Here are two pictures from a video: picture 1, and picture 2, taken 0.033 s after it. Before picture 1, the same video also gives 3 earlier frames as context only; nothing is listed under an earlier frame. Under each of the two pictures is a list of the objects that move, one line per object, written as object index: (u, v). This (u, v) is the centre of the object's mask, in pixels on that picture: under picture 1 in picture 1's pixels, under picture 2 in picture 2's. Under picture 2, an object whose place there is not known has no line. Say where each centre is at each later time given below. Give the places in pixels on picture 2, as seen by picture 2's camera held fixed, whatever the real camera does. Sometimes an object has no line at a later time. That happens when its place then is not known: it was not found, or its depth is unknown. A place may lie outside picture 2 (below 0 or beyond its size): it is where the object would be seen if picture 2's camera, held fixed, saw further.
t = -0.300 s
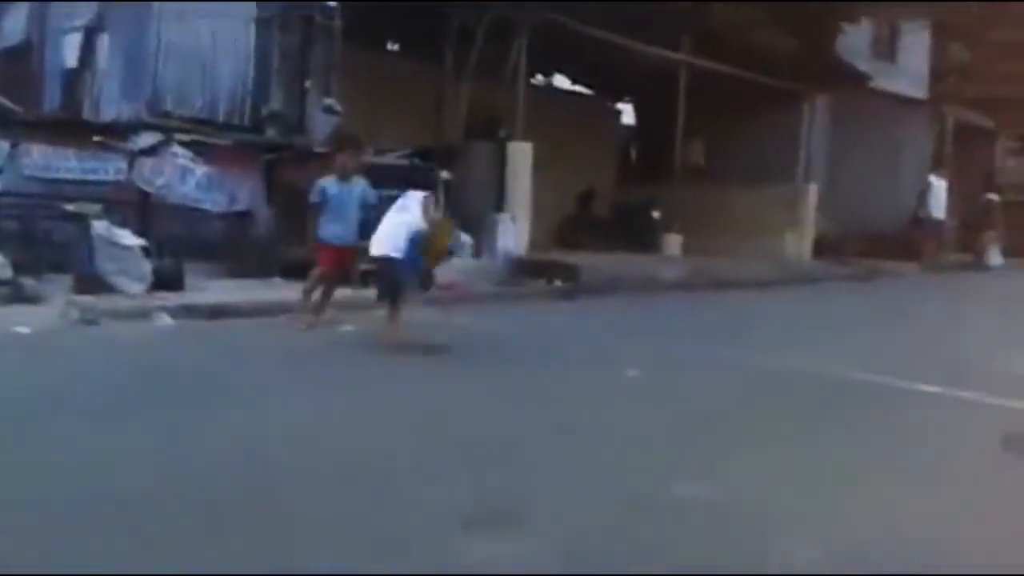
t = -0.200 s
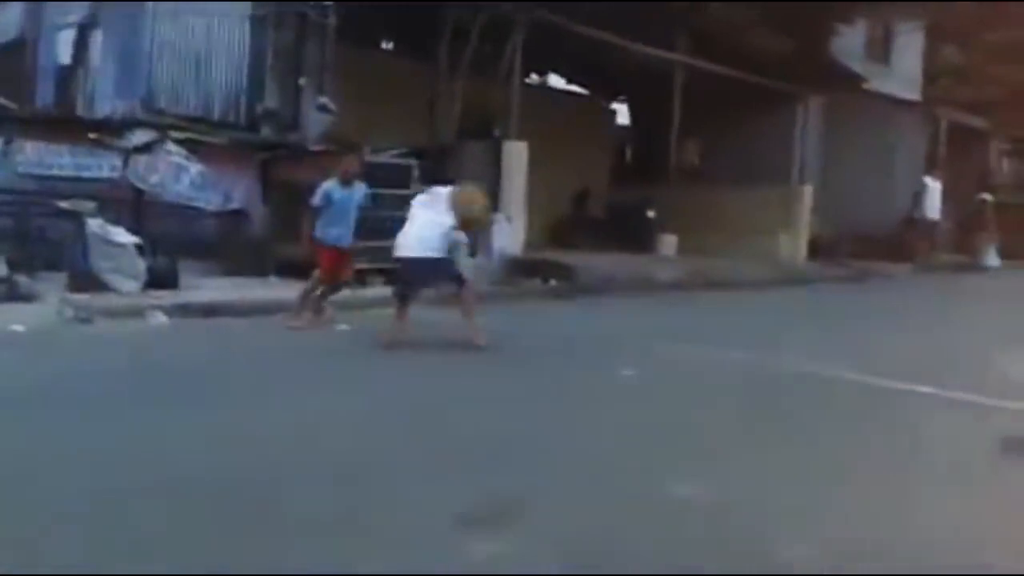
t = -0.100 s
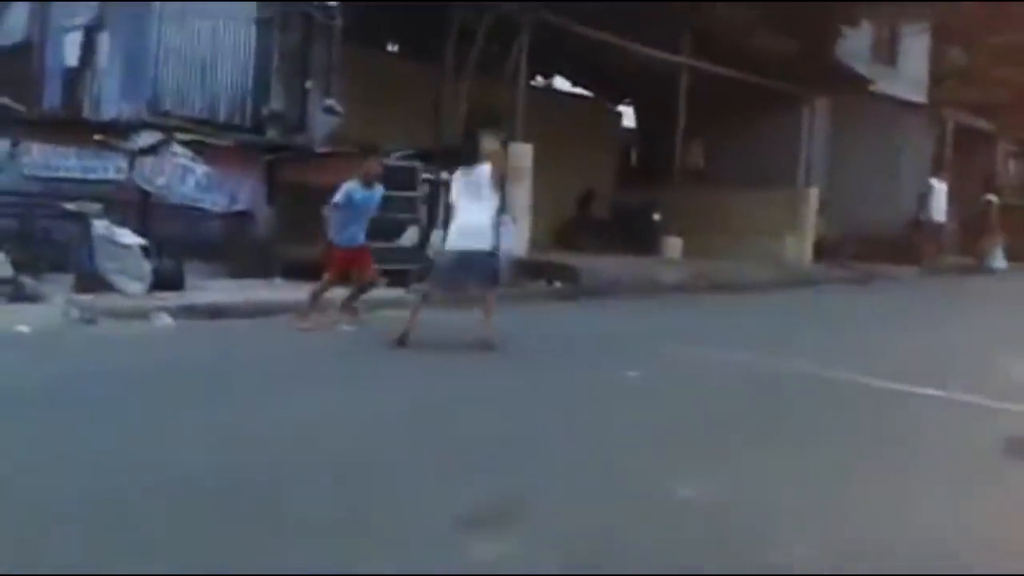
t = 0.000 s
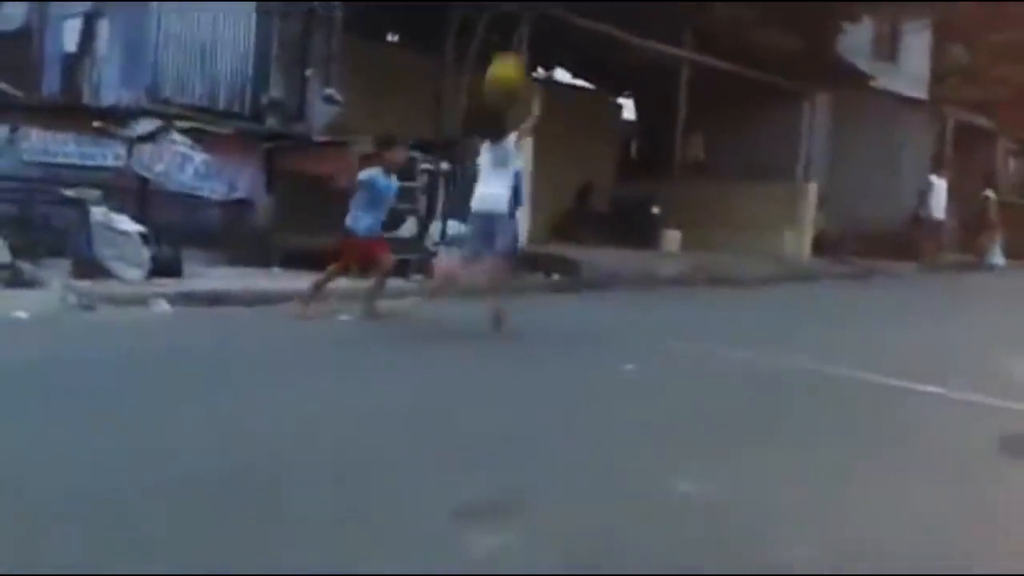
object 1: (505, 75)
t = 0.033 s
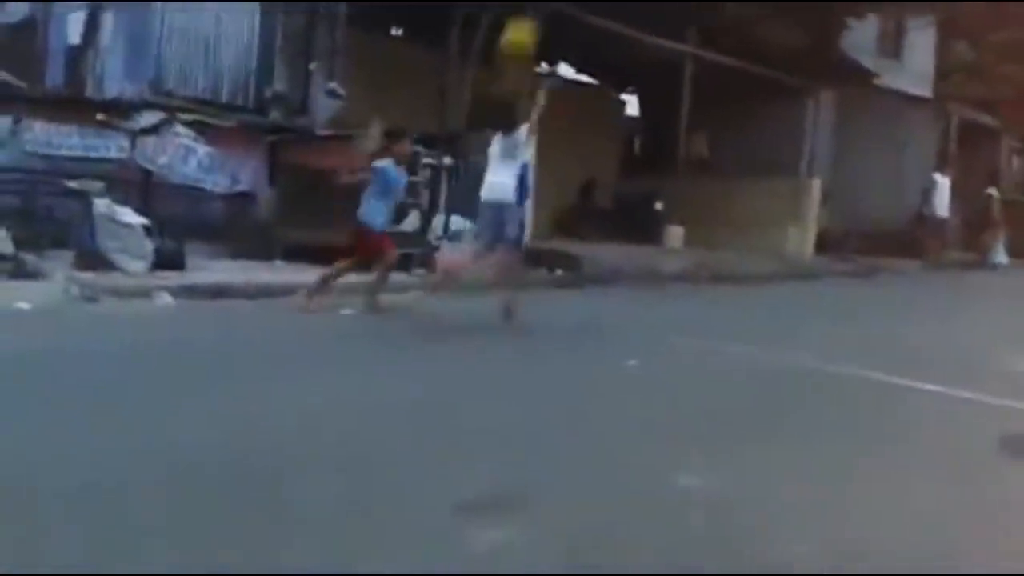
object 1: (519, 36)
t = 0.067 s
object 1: (528, 19)
